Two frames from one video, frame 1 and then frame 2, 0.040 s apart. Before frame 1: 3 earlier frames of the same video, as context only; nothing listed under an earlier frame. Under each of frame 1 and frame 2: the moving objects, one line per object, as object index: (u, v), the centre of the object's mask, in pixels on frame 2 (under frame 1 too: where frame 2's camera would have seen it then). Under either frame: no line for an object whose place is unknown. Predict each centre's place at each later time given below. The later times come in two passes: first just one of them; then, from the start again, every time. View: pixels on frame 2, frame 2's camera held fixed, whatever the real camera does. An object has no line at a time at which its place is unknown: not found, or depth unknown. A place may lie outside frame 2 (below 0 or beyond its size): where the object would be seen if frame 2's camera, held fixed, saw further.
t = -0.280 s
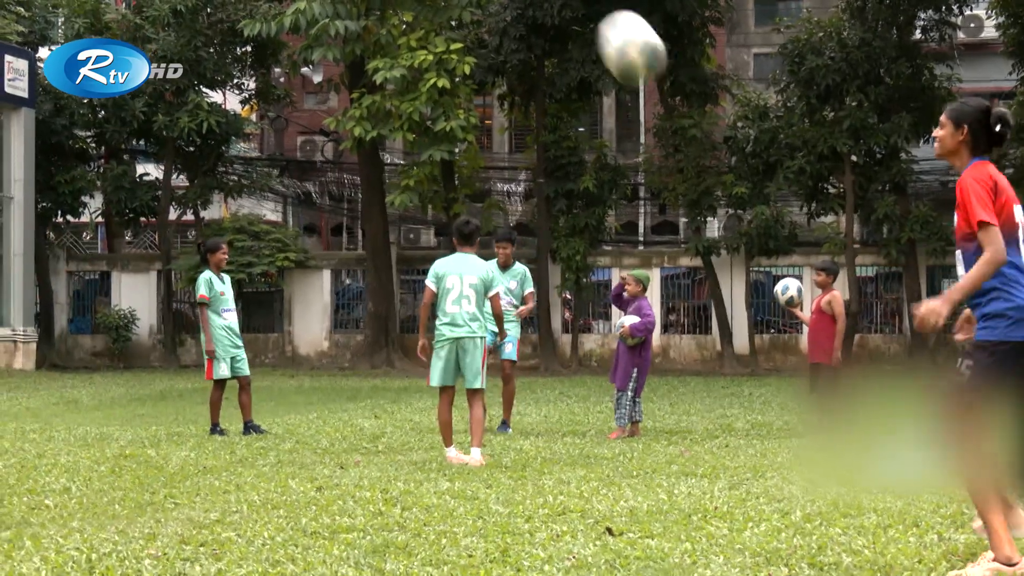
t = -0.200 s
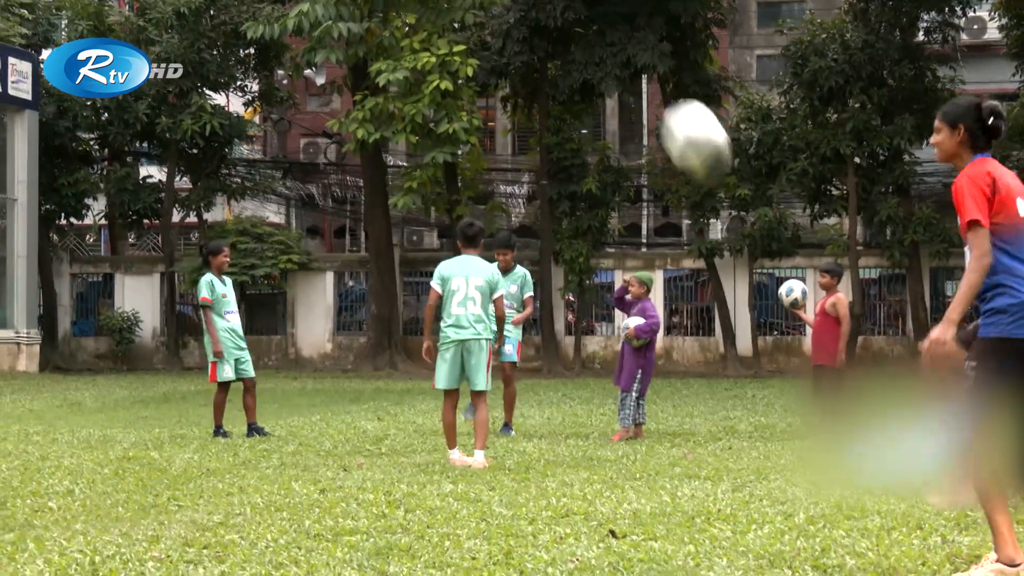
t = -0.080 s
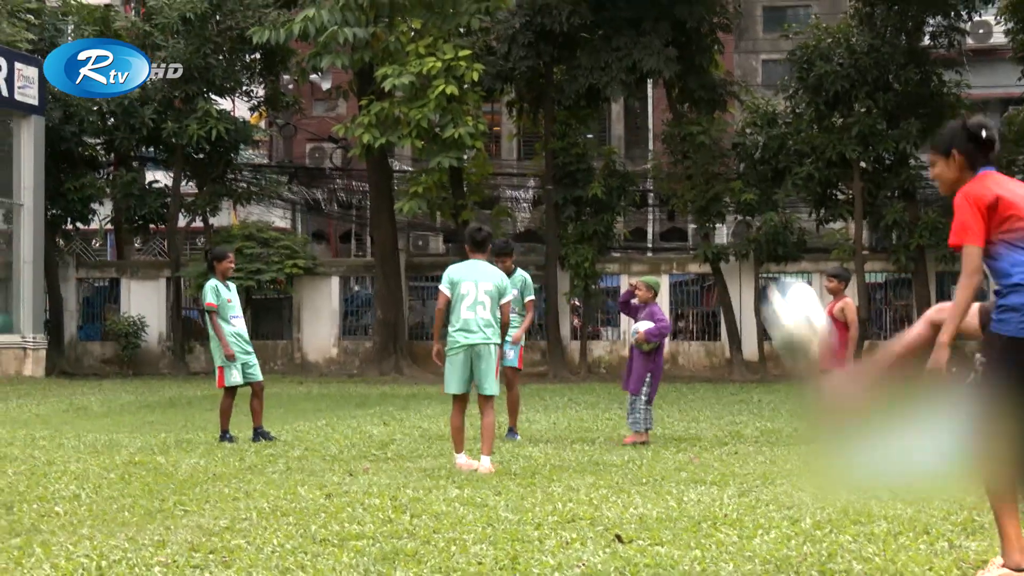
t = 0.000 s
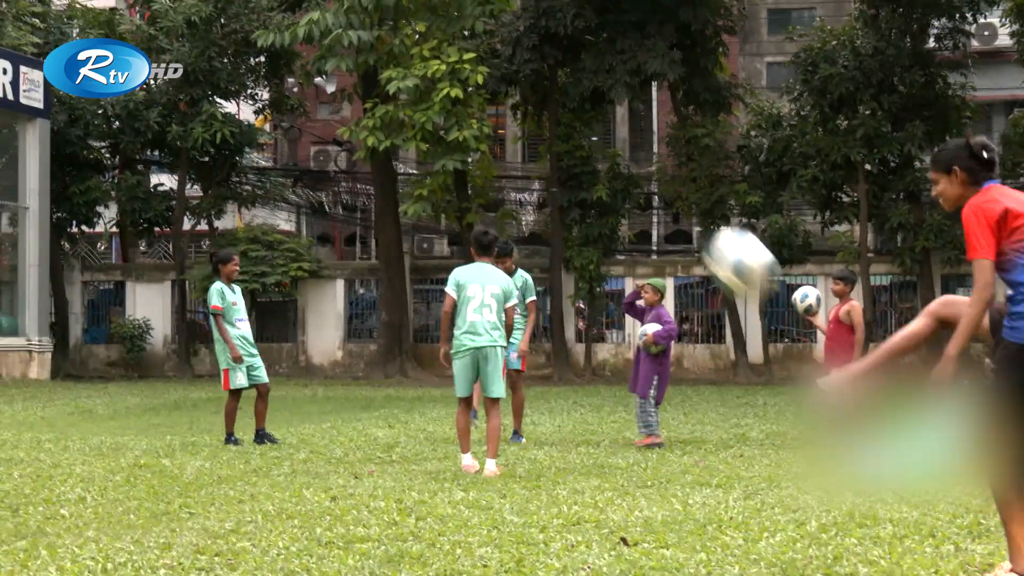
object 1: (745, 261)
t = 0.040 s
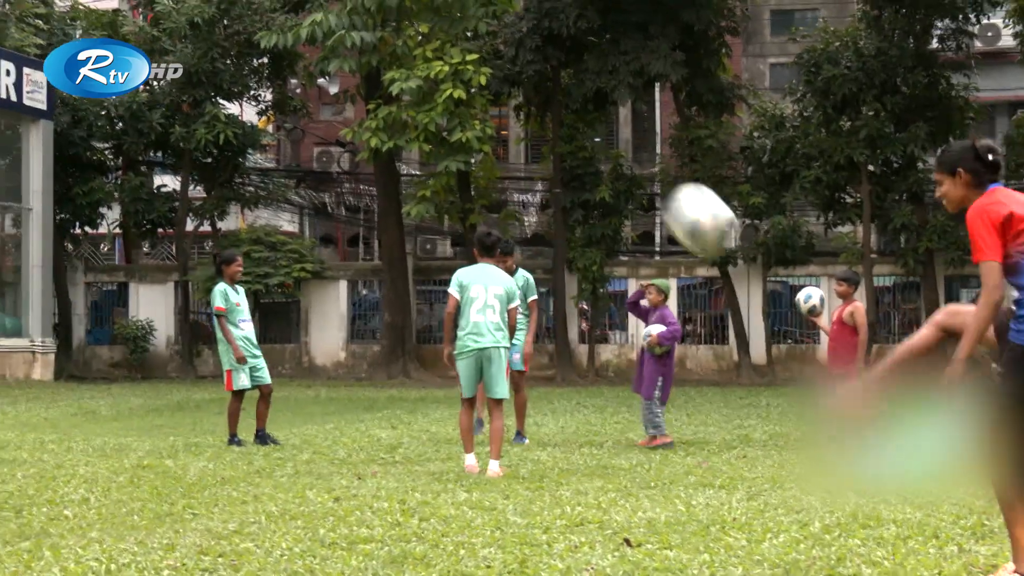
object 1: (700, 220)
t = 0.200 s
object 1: (529, 87)
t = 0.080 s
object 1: (655, 180)
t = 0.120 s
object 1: (611, 144)
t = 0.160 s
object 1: (569, 112)
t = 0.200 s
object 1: (529, 87)
